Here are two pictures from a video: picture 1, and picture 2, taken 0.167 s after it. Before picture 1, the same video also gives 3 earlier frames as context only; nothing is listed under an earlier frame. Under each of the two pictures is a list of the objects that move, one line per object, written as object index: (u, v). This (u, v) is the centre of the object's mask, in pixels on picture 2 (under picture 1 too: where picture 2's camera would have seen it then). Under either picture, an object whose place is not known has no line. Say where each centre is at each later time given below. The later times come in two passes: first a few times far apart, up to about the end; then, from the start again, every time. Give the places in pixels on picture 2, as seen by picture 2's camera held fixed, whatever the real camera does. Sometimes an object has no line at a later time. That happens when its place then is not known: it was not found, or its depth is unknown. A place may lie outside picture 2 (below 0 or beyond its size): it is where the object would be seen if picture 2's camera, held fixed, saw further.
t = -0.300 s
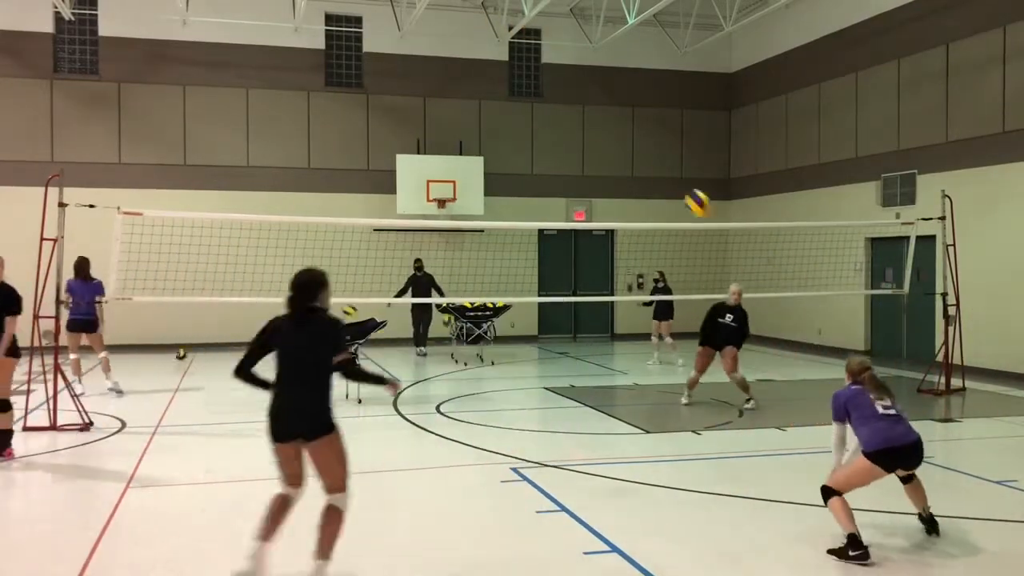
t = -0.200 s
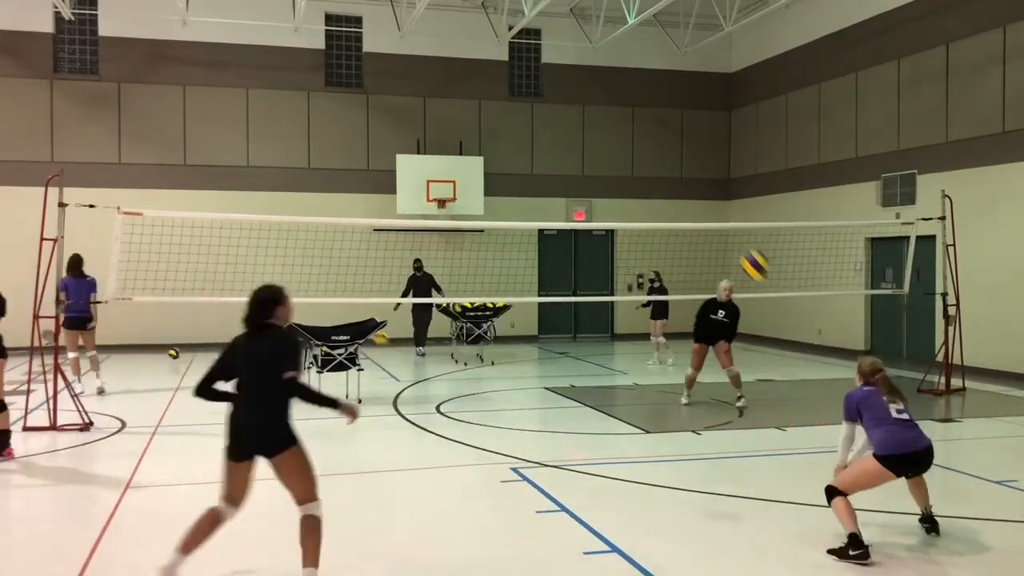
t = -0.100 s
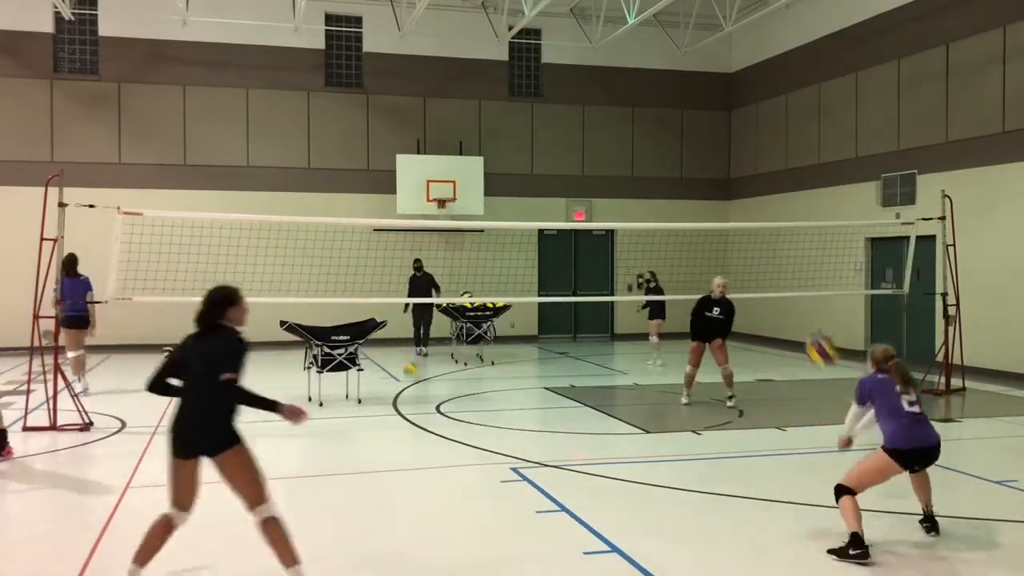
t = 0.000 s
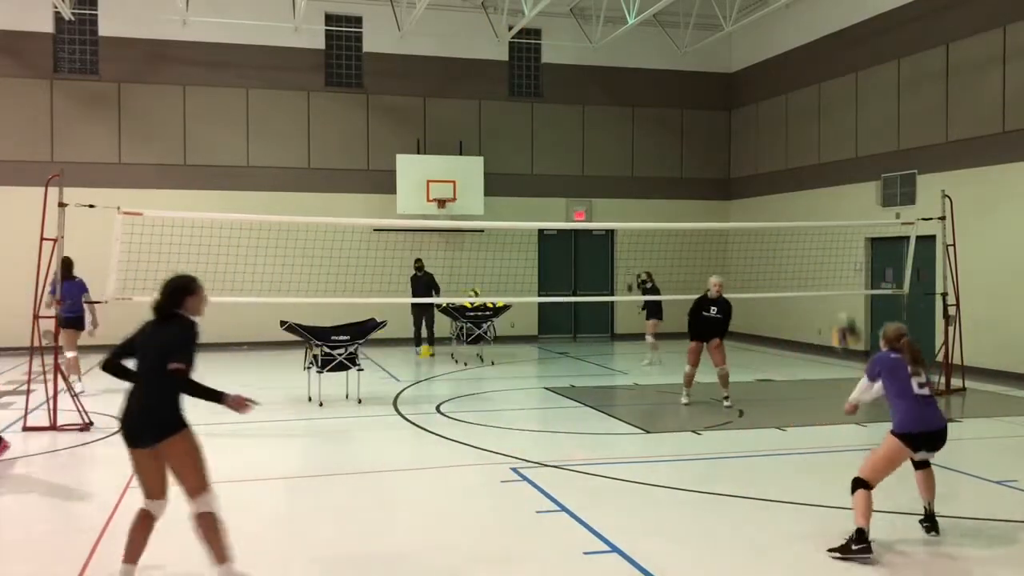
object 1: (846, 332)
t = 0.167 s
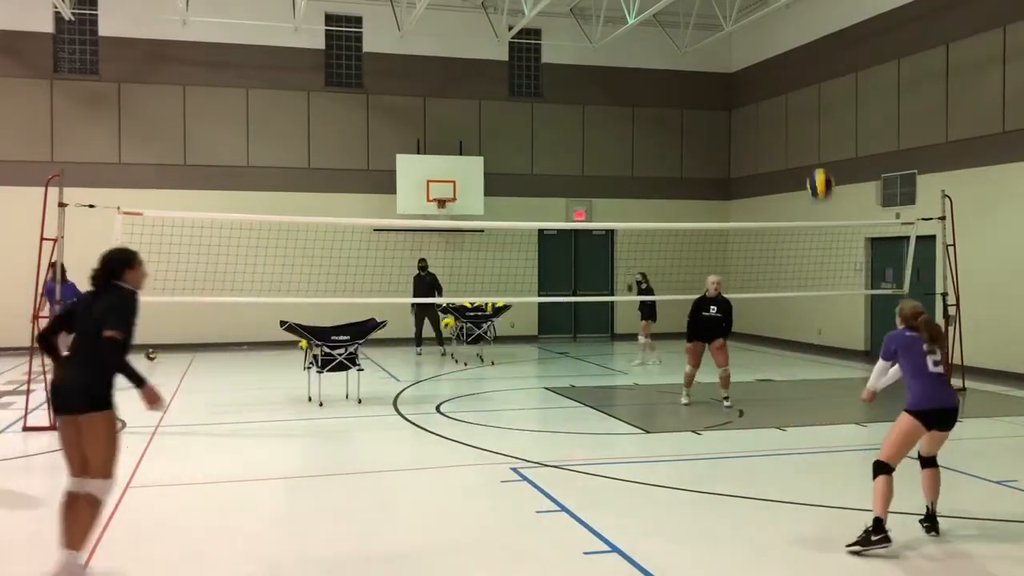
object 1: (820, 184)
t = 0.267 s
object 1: (805, 125)
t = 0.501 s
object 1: (778, 53)
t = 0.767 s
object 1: (750, 49)
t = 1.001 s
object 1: (732, 98)
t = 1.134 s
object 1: (722, 142)
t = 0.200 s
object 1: (815, 163)
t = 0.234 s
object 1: (809, 145)
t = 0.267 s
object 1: (805, 125)
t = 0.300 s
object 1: (802, 112)
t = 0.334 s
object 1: (797, 97)
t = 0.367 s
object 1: (793, 86)
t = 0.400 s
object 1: (789, 76)
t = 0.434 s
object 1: (785, 67)
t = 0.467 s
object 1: (782, 59)
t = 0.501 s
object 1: (778, 53)
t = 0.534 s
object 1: (773, 48)
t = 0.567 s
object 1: (770, 45)
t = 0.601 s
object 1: (766, 43)
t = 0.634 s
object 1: (763, 41)
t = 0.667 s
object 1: (759, 41)
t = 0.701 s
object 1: (756, 43)
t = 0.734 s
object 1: (753, 45)
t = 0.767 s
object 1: (750, 49)
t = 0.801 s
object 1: (747, 53)
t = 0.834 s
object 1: (744, 58)
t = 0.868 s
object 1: (742, 65)
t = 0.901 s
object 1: (739, 72)
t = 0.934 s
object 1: (736, 80)
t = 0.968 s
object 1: (735, 88)
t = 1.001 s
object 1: (732, 98)
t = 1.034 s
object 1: (729, 108)
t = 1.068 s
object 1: (727, 119)
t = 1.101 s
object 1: (724, 130)
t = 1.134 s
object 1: (722, 142)
